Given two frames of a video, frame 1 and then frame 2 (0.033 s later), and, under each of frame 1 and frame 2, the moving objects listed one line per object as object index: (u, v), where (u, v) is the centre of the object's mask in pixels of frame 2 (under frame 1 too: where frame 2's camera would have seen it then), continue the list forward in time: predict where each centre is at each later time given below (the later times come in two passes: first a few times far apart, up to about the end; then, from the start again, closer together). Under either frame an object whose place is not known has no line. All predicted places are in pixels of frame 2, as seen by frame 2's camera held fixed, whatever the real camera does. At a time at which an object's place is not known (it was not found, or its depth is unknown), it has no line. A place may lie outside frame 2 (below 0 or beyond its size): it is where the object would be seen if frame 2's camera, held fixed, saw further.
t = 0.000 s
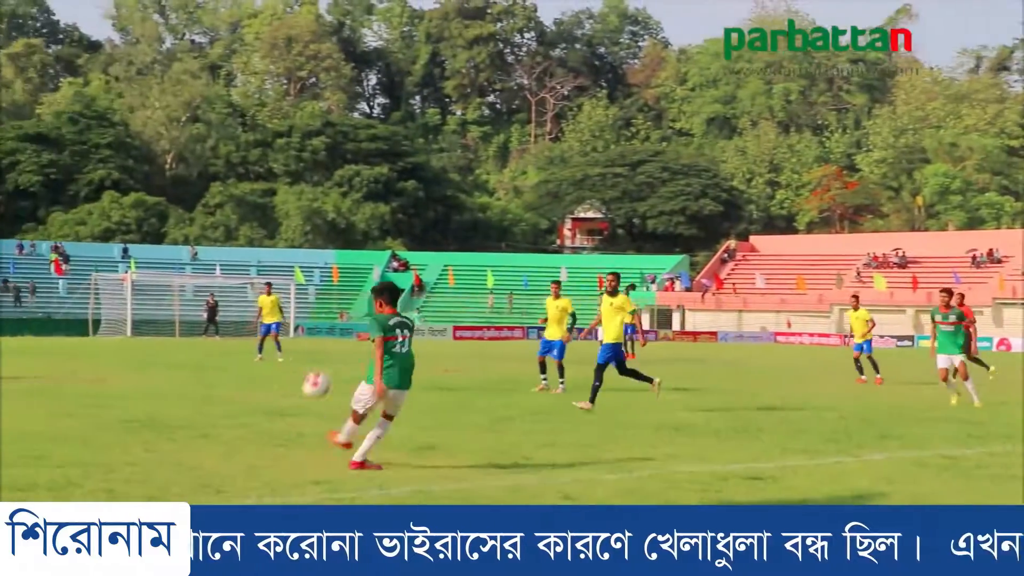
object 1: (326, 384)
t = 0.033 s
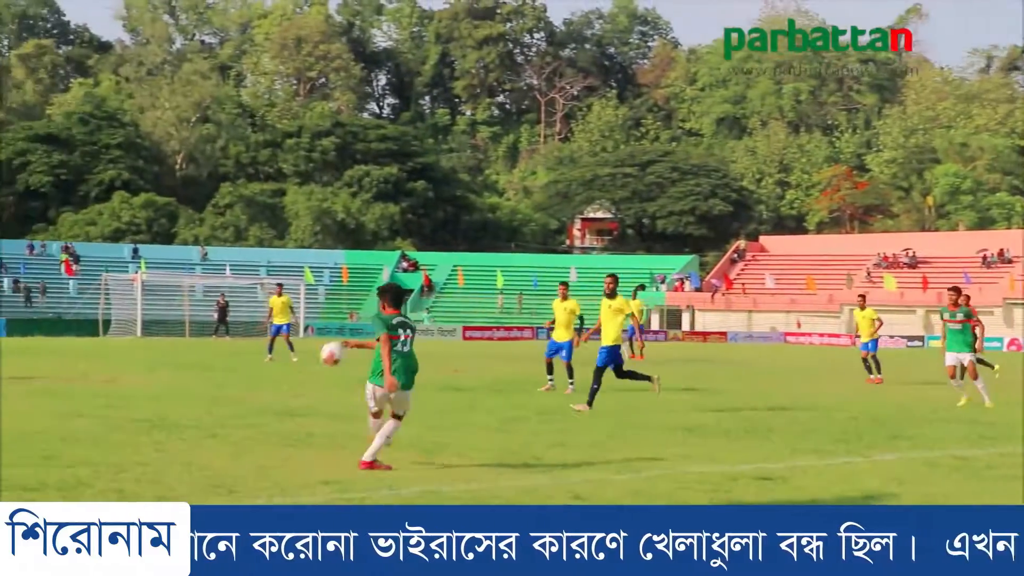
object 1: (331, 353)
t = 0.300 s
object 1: (358, 196)
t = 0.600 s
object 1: (360, 125)
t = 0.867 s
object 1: (355, 111)
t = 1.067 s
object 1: (348, 116)
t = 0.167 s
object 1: (351, 259)
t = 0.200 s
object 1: (353, 241)
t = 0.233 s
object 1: (356, 225)
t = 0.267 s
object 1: (357, 210)
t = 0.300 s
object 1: (358, 196)
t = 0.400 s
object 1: (361, 164)
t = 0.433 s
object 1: (361, 156)
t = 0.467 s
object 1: (361, 149)
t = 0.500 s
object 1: (361, 142)
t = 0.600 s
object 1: (360, 125)
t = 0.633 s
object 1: (359, 122)
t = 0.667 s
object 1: (358, 118)
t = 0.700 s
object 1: (358, 116)
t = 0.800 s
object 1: (356, 111)
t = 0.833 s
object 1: (355, 111)
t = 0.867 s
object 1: (355, 111)
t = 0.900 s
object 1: (354, 110)
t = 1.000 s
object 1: (350, 112)
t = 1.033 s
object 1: (349, 114)
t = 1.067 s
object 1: (348, 116)
